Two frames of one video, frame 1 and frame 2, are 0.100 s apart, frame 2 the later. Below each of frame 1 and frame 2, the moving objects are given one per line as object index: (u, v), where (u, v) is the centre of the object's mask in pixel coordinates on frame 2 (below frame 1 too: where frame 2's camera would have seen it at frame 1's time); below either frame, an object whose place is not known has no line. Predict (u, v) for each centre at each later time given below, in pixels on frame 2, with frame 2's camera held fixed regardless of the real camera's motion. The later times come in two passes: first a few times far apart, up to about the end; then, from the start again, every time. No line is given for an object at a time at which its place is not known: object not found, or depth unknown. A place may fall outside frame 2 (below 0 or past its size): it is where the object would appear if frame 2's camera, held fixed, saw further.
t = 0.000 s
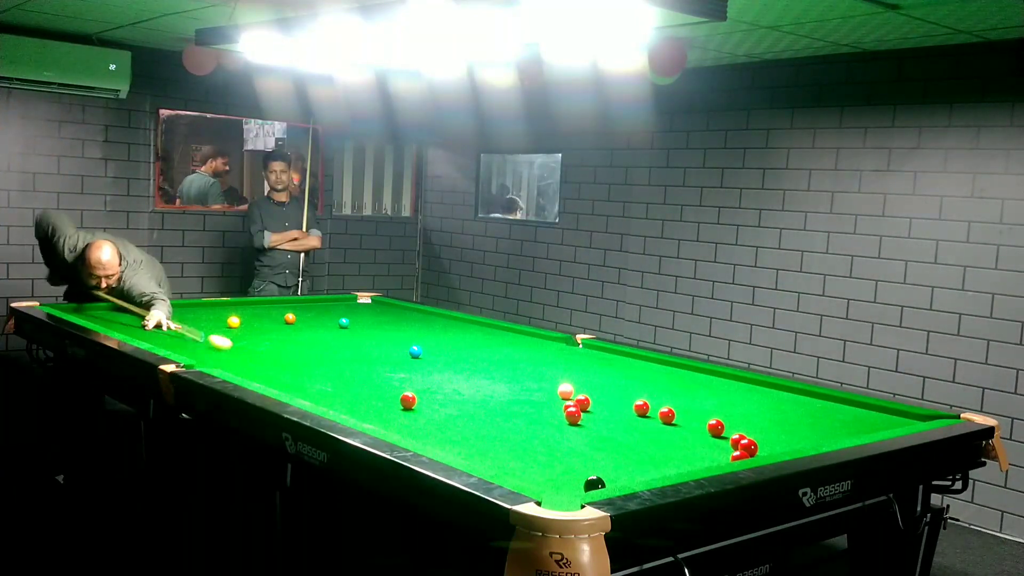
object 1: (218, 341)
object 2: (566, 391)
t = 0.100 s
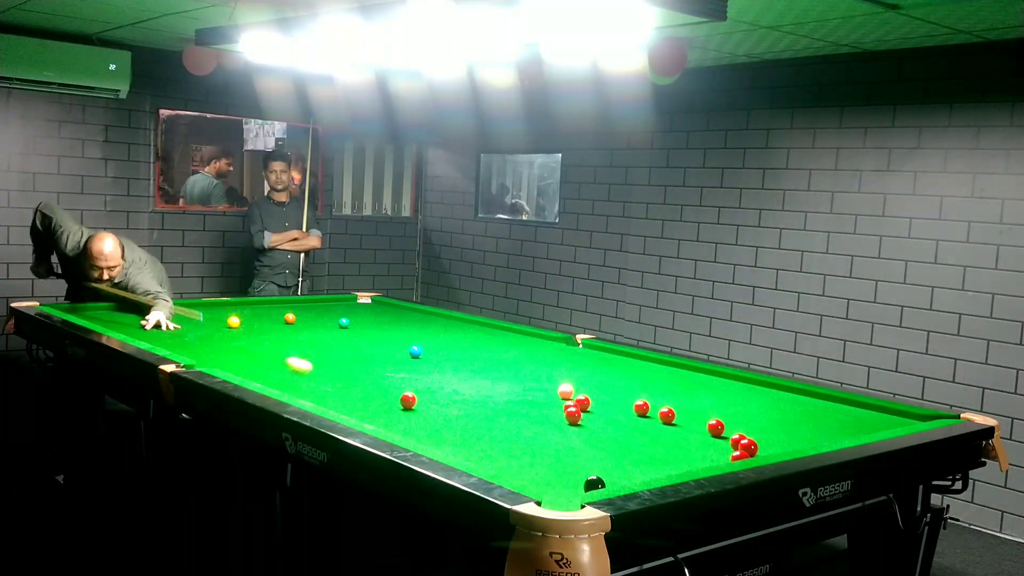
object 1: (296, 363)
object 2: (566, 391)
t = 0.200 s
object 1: (390, 391)
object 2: (566, 391)
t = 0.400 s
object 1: (492, 394)
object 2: (565, 391)
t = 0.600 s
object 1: (551, 389)
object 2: (569, 391)
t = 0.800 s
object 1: (556, 379)
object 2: (601, 395)
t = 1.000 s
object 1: (561, 370)
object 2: (630, 397)
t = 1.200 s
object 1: (565, 362)
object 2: (659, 400)
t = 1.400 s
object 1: (569, 355)
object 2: (687, 404)
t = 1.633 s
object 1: (572, 348)
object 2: (719, 407)
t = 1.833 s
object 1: (576, 343)
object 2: (746, 410)
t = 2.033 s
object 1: (559, 338)
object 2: (771, 413)
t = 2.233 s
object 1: (540, 340)
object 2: (795, 415)
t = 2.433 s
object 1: (521, 342)
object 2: (818, 418)
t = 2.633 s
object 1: (502, 343)
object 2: (840, 421)
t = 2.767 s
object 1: (489, 344)
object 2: (854, 422)
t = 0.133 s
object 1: (328, 373)
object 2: (566, 391)
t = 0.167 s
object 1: (360, 382)
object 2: (566, 391)
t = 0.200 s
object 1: (390, 391)
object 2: (566, 391)
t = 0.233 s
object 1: (415, 394)
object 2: (566, 391)
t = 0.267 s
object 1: (433, 396)
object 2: (566, 391)
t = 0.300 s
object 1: (449, 395)
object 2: (565, 391)
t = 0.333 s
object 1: (465, 395)
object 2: (566, 391)
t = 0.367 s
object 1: (480, 395)
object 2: (566, 391)
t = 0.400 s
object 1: (492, 394)
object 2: (565, 391)
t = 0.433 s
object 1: (505, 393)
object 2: (566, 391)
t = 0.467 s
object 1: (517, 393)
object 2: (566, 391)
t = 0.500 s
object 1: (528, 392)
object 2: (566, 391)
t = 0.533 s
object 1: (538, 391)
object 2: (566, 391)
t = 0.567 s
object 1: (547, 390)
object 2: (566, 391)
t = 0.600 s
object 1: (551, 389)
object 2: (569, 391)
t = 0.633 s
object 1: (552, 387)
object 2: (575, 391)
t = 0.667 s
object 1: (553, 385)
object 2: (581, 391)
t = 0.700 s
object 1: (554, 384)
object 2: (586, 392)
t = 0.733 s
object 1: (555, 382)
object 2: (591, 393)
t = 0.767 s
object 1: (556, 380)
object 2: (596, 394)
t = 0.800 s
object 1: (556, 379)
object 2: (601, 395)
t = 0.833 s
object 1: (557, 377)
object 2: (606, 395)
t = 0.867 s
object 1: (558, 376)
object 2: (611, 396)
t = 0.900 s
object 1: (559, 374)
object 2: (616, 396)
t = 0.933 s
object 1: (560, 373)
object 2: (621, 397)
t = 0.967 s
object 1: (560, 371)
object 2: (625, 397)
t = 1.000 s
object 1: (561, 370)
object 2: (630, 397)
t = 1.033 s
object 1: (562, 368)
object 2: (635, 397)
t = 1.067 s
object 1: (563, 367)
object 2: (640, 396)
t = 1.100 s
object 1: (563, 366)
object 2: (646, 397)
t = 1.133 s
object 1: (564, 365)
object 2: (651, 399)
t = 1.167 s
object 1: (564, 363)
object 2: (655, 400)
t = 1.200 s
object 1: (565, 362)
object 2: (659, 400)
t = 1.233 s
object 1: (566, 361)
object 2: (664, 401)
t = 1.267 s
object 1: (566, 360)
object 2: (669, 401)
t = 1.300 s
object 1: (567, 359)
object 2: (674, 402)
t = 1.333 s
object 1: (567, 357)
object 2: (678, 402)
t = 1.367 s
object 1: (568, 356)
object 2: (683, 403)
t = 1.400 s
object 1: (569, 355)
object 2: (687, 404)
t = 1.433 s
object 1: (569, 354)
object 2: (692, 404)
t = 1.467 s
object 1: (570, 353)
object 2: (697, 405)
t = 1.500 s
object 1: (570, 352)
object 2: (701, 405)
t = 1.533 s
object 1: (571, 351)
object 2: (706, 406)
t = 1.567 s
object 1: (571, 350)
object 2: (710, 406)
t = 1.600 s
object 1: (572, 349)
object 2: (715, 407)
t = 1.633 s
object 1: (572, 348)
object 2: (719, 407)
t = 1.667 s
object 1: (573, 347)
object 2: (724, 408)
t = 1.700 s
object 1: (573, 346)
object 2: (728, 408)
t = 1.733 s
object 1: (574, 345)
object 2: (732, 409)
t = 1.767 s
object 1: (574, 344)
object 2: (737, 409)
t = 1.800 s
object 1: (575, 343)
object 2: (741, 409)
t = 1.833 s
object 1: (576, 343)
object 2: (746, 410)
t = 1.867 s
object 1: (575, 342)
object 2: (750, 410)
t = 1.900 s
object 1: (571, 340)
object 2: (754, 411)
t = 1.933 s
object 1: (568, 340)
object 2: (758, 411)
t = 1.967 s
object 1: (565, 339)
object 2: (762, 412)
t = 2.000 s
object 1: (562, 338)
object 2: (766, 412)
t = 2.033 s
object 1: (559, 338)
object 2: (771, 413)
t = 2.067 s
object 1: (556, 339)
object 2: (775, 413)
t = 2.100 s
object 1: (553, 339)
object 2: (779, 414)
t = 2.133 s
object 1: (550, 339)
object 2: (783, 414)
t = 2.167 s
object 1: (546, 340)
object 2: (787, 415)
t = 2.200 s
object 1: (543, 340)
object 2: (791, 415)
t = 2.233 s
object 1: (540, 340)
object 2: (795, 415)
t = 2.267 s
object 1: (537, 340)
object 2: (798, 416)
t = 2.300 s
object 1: (534, 341)
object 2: (803, 416)
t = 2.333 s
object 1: (531, 341)
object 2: (806, 417)
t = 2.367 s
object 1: (528, 341)
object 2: (810, 417)
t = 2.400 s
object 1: (524, 342)
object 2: (814, 418)
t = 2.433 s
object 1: (521, 342)
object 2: (818, 418)
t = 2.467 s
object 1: (518, 342)
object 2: (822, 418)
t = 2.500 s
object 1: (515, 342)
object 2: (825, 419)
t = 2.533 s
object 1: (512, 343)
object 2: (829, 419)
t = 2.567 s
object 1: (508, 343)
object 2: (833, 420)
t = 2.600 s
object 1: (505, 343)
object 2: (836, 420)
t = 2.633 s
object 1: (502, 343)
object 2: (840, 421)
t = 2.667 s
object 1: (499, 344)
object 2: (843, 421)
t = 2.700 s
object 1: (496, 344)
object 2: (847, 421)
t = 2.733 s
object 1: (492, 344)
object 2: (850, 422)
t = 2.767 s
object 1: (489, 344)
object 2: (854, 422)
